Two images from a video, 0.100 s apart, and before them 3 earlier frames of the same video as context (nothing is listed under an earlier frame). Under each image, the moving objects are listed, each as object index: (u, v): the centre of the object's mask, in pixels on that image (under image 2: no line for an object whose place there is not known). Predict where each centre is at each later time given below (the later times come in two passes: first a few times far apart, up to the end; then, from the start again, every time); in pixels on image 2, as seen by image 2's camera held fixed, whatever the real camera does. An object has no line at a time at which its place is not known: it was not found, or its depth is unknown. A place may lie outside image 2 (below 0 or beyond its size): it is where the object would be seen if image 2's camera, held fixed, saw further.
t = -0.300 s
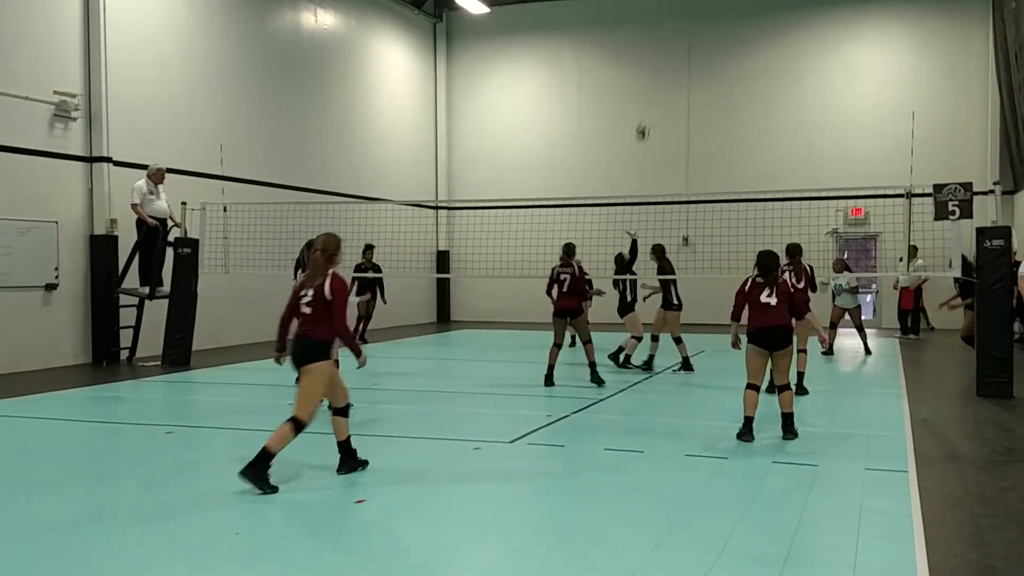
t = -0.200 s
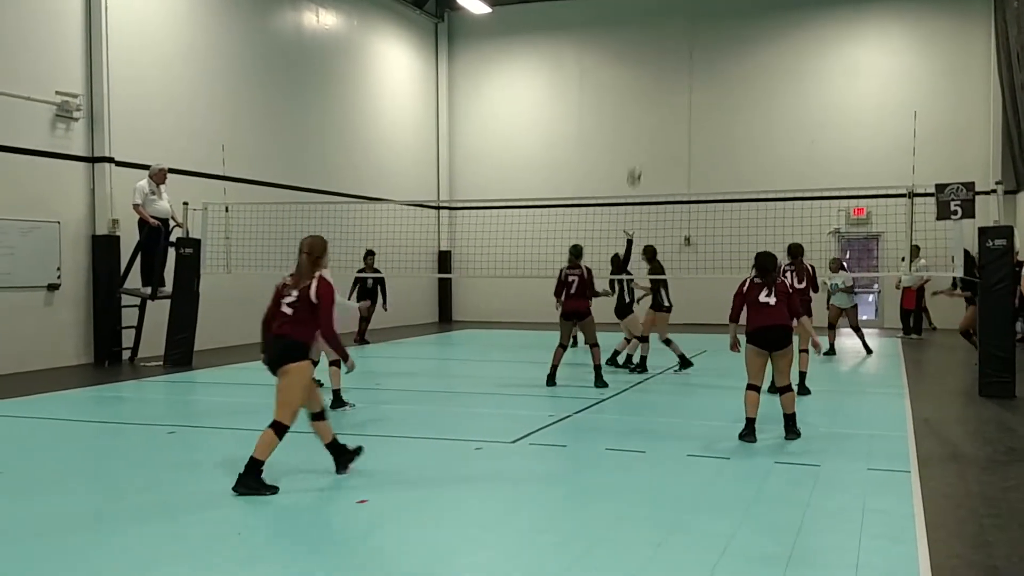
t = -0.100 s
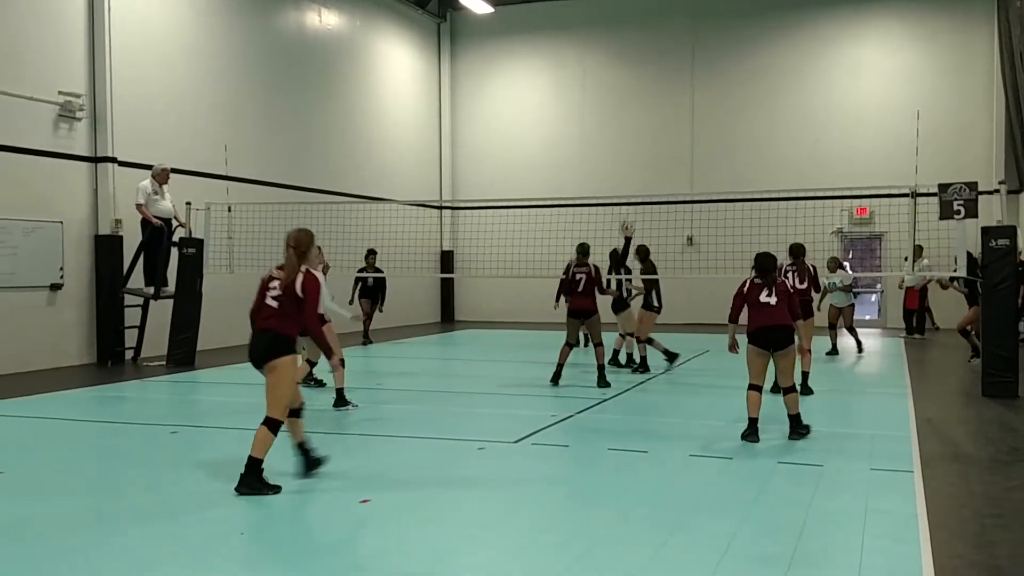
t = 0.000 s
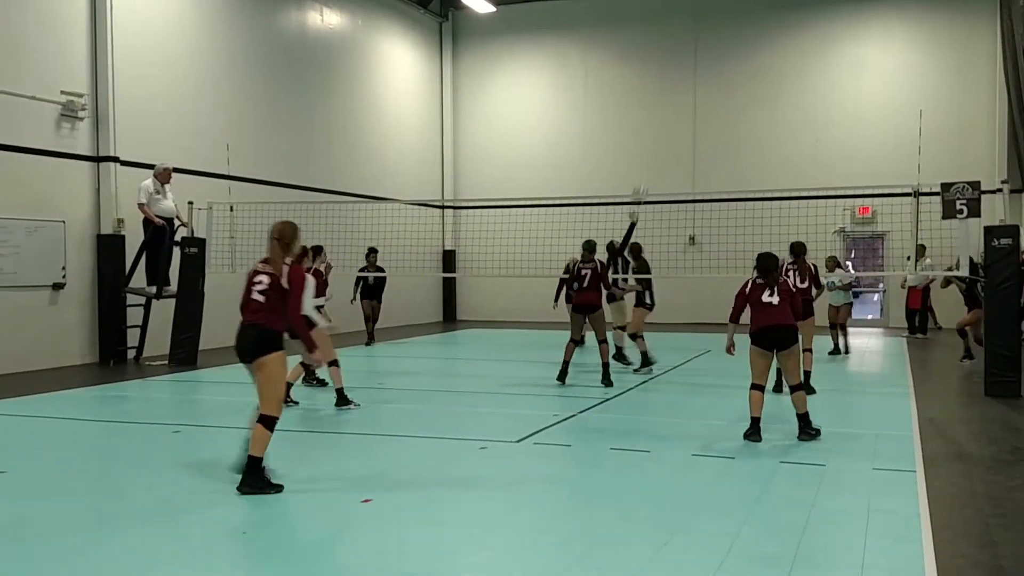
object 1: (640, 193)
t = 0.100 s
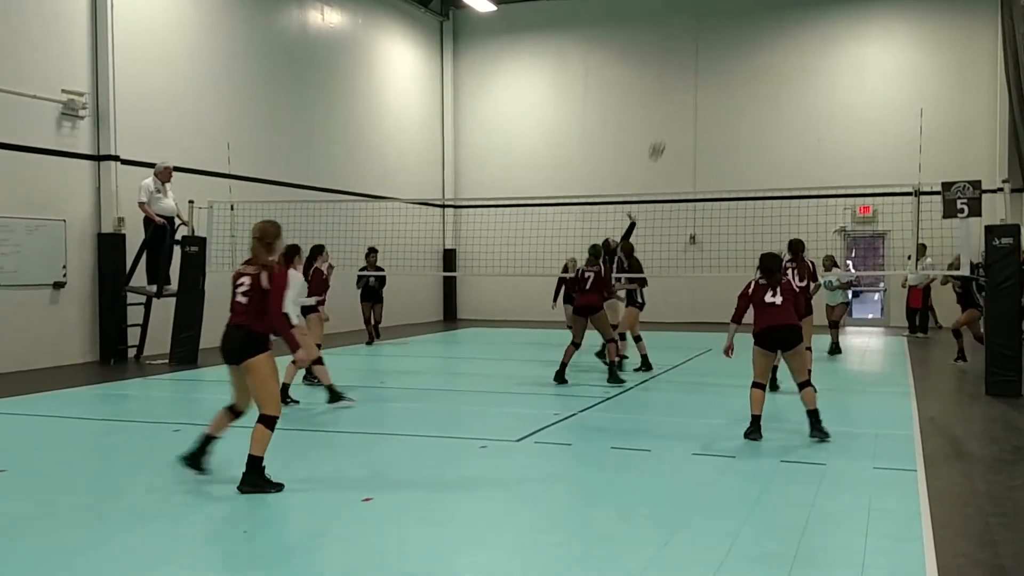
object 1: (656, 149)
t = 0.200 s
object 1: (674, 111)
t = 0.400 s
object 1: (710, 56)
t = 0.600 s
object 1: (745, 32)
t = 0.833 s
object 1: (787, 45)
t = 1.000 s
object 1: (817, 79)
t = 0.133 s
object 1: (662, 135)
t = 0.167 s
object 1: (667, 123)
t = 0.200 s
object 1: (674, 111)
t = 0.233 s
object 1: (681, 98)
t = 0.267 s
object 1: (687, 89)
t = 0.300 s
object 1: (692, 80)
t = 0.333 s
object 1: (699, 70)
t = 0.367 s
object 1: (705, 63)
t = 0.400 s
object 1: (710, 56)
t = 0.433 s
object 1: (716, 51)
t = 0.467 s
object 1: (722, 46)
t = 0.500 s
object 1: (729, 39)
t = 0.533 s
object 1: (734, 36)
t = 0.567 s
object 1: (739, 34)
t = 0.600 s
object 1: (745, 32)
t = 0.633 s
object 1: (752, 31)
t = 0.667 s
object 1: (758, 32)
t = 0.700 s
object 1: (764, 32)
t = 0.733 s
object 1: (770, 33)
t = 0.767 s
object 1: (775, 36)
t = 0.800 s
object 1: (781, 40)
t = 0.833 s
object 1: (787, 45)
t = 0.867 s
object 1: (793, 49)
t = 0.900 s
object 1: (799, 55)
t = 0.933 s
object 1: (804, 63)
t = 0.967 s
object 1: (810, 70)
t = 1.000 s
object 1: (817, 79)
